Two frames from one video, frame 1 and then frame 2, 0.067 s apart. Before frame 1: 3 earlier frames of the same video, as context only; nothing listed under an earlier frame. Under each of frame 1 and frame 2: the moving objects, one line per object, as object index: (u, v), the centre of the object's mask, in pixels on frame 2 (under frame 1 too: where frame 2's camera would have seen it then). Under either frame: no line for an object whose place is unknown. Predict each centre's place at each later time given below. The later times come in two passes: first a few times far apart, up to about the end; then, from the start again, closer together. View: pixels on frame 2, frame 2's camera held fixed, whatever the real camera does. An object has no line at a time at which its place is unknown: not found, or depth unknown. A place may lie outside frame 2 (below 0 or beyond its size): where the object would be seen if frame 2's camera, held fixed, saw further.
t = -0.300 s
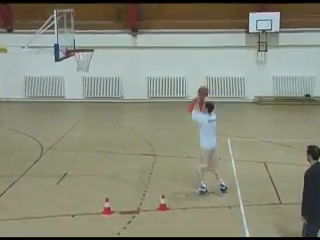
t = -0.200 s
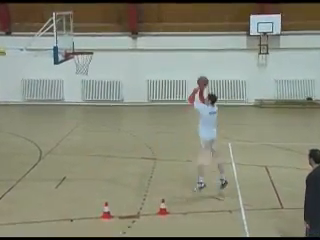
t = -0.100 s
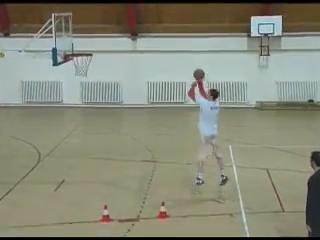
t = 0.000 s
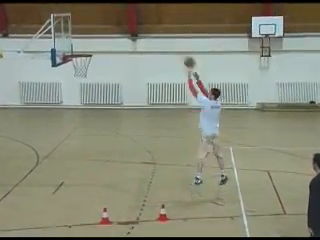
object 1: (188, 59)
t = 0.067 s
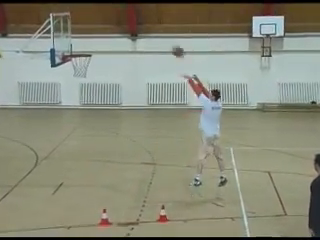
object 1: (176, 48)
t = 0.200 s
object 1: (154, 32)
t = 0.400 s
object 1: (121, 30)
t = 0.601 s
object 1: (91, 39)
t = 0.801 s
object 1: (68, 61)
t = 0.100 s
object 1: (171, 43)
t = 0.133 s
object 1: (165, 39)
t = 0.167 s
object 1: (159, 36)
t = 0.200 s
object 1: (154, 32)
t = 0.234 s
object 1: (149, 32)
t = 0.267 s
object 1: (143, 31)
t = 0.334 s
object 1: (133, 29)
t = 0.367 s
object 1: (130, 28)
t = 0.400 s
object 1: (121, 30)
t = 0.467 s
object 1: (112, 30)
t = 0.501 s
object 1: (105, 32)
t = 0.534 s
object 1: (100, 33)
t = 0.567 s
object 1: (95, 36)
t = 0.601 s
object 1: (91, 39)
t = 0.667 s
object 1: (81, 48)
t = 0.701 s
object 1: (77, 57)
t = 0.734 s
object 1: (72, 59)
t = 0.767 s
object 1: (68, 60)
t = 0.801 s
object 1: (68, 61)
